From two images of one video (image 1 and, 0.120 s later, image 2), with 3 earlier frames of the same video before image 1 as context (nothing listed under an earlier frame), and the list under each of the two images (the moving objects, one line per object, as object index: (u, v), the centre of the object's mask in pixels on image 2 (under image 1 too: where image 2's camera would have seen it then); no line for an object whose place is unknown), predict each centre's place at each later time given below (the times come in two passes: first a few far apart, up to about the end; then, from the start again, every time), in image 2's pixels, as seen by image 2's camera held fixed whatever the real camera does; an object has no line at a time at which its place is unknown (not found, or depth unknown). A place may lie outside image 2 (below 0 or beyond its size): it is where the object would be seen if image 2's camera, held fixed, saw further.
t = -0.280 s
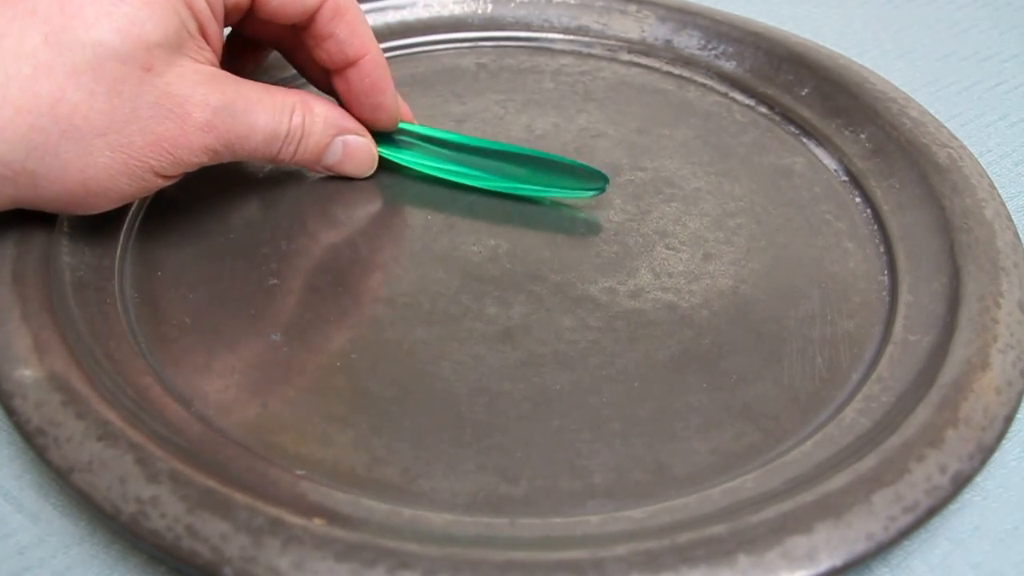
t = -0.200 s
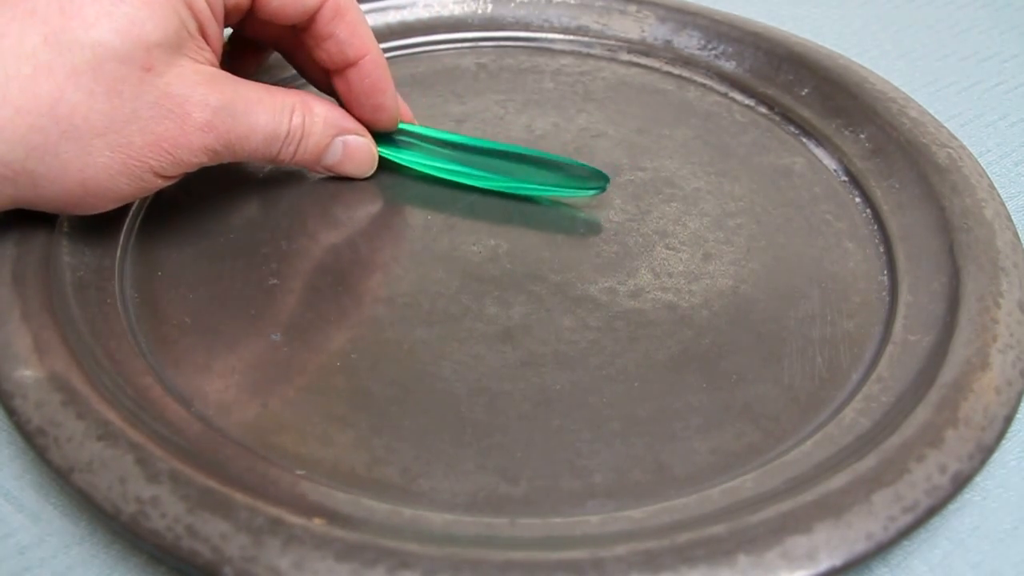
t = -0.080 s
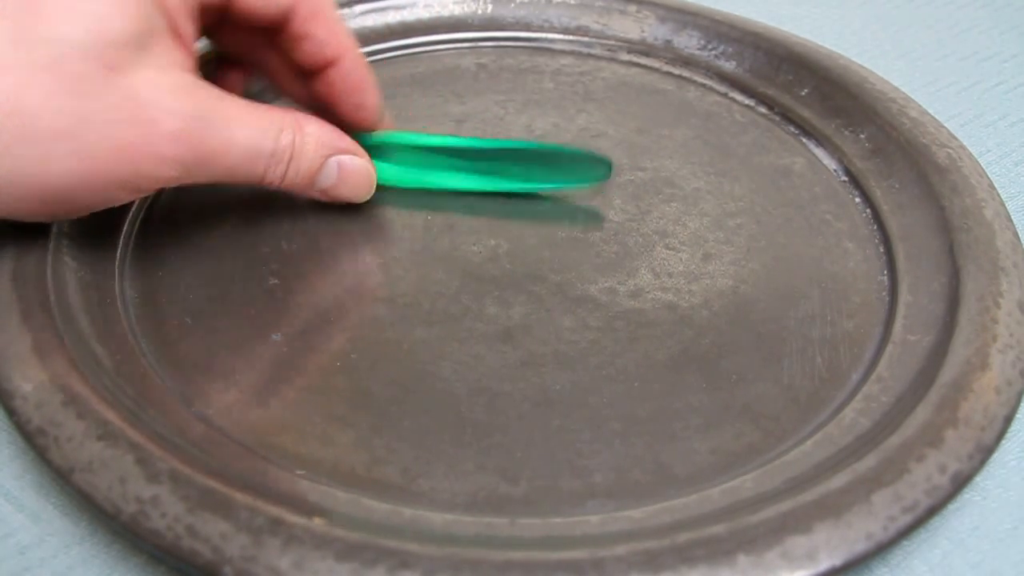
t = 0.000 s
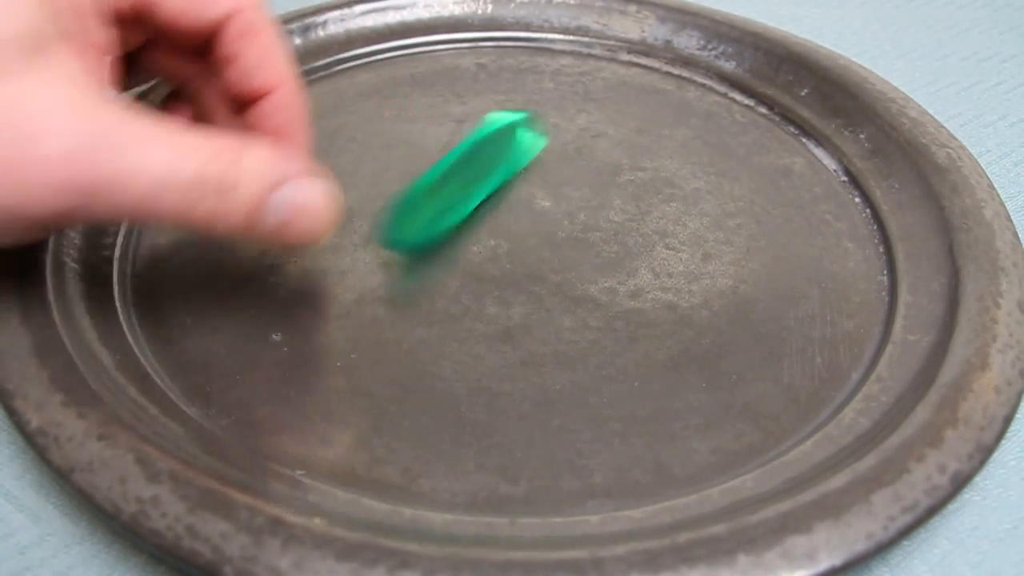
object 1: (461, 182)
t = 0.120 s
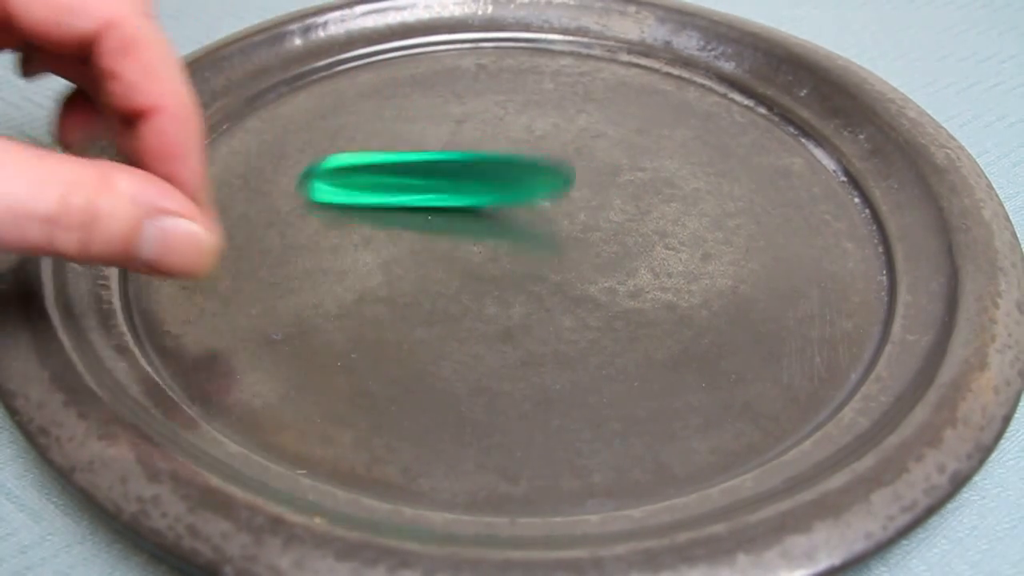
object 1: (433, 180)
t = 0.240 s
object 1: (425, 184)
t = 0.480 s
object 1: (453, 173)
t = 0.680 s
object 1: (461, 178)
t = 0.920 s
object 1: (451, 181)
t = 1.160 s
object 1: (438, 174)
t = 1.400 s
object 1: (439, 168)
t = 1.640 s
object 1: (451, 167)
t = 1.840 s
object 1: (457, 174)
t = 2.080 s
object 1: (440, 174)
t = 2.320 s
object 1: (440, 167)
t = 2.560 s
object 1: (454, 163)
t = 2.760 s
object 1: (462, 171)
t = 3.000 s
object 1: (444, 174)
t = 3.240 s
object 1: (444, 169)
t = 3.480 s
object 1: (461, 169)
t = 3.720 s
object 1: (464, 179)
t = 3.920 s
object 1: (441, 174)
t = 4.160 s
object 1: (441, 162)
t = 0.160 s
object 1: (428, 178)
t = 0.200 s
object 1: (420, 206)
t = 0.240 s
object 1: (425, 184)
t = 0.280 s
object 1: (435, 173)
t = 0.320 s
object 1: (437, 169)
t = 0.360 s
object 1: (431, 169)
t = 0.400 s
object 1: (431, 174)
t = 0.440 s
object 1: (442, 182)
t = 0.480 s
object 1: (453, 173)
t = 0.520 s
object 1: (447, 170)
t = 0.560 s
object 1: (444, 171)
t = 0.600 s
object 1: (446, 175)
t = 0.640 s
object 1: (455, 183)
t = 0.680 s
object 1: (461, 178)
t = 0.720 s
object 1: (459, 174)
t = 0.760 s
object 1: (449, 175)
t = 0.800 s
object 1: (448, 180)
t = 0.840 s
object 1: (454, 188)
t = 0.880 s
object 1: (454, 184)
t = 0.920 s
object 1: (451, 181)
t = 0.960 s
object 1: (444, 179)
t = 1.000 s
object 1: (439, 181)
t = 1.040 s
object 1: (437, 182)
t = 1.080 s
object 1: (437, 189)
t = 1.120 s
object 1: (437, 178)
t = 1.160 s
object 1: (438, 174)
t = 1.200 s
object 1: (433, 173)
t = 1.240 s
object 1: (430, 175)
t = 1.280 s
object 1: (433, 179)
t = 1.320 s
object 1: (442, 177)
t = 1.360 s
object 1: (445, 170)
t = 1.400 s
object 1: (439, 168)
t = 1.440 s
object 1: (437, 171)
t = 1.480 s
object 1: (438, 174)
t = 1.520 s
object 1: (449, 176)
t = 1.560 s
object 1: (458, 168)
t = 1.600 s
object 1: (458, 167)
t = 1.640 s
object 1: (451, 167)
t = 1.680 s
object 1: (449, 171)
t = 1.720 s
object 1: (458, 178)
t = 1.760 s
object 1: (465, 182)
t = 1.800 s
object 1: (461, 173)
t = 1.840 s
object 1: (457, 174)
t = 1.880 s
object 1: (450, 175)
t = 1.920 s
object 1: (448, 178)
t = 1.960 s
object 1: (448, 182)
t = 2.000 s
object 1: (447, 179)
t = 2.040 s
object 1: (443, 176)
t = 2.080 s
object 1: (440, 174)
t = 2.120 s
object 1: (435, 173)
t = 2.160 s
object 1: (432, 174)
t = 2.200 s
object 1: (436, 181)
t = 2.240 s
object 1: (441, 173)
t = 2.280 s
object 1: (445, 169)
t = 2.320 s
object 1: (440, 167)
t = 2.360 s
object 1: (436, 167)
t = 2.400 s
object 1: (436, 169)
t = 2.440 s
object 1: (444, 180)
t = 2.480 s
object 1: (454, 167)
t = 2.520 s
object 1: (458, 165)
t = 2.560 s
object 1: (454, 163)
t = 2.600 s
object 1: (448, 165)
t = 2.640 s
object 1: (449, 170)
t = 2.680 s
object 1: (462, 178)
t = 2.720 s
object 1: (466, 174)
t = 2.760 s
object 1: (462, 171)
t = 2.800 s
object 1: (455, 171)
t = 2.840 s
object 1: (451, 172)
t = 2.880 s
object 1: (449, 175)
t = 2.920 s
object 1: (450, 178)
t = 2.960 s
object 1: (449, 179)
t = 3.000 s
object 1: (444, 174)
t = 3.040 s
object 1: (441, 172)
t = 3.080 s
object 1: (438, 170)
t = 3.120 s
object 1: (434, 170)
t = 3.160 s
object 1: (433, 172)
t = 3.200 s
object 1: (438, 175)
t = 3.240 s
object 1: (444, 169)
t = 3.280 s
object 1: (447, 166)
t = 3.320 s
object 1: (442, 164)
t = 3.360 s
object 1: (439, 166)
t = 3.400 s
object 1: (440, 167)
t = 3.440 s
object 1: (450, 174)
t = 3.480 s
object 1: (461, 169)
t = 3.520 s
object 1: (465, 165)
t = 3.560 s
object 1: (459, 163)
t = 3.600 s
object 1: (454, 164)
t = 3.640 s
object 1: (453, 169)
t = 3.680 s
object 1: (460, 175)
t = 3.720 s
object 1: (464, 179)
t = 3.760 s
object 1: (461, 176)
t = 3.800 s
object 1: (456, 171)
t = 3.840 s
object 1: (451, 170)
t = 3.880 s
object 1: (446, 171)
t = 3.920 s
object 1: (441, 174)
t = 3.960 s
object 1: (439, 176)
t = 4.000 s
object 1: (438, 178)
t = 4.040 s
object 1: (442, 168)
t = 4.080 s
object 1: (446, 164)
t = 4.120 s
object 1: (444, 162)
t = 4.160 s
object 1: (441, 162)
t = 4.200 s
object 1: (438, 164)
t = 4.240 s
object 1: (444, 169)
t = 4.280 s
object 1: (456, 168)
